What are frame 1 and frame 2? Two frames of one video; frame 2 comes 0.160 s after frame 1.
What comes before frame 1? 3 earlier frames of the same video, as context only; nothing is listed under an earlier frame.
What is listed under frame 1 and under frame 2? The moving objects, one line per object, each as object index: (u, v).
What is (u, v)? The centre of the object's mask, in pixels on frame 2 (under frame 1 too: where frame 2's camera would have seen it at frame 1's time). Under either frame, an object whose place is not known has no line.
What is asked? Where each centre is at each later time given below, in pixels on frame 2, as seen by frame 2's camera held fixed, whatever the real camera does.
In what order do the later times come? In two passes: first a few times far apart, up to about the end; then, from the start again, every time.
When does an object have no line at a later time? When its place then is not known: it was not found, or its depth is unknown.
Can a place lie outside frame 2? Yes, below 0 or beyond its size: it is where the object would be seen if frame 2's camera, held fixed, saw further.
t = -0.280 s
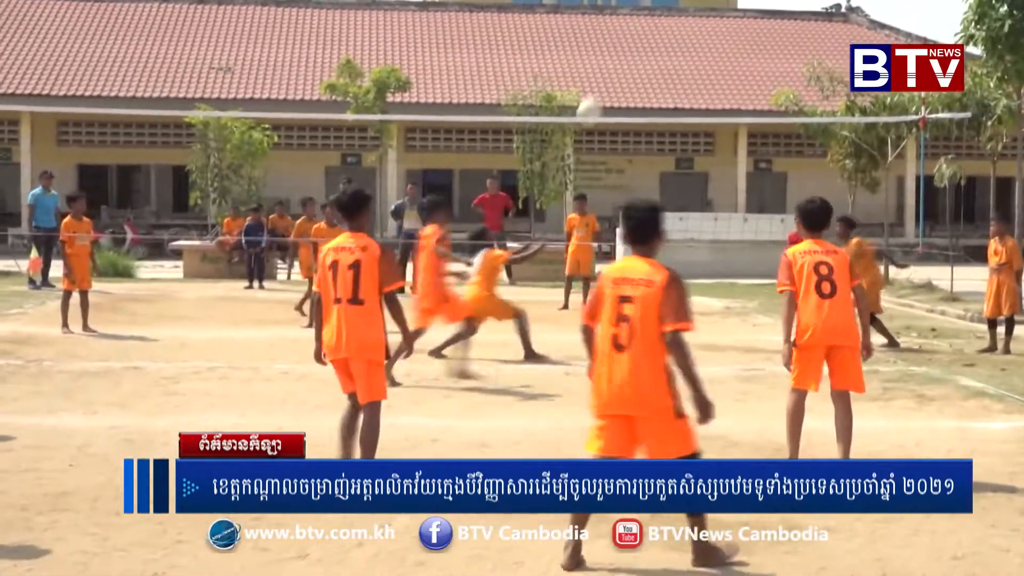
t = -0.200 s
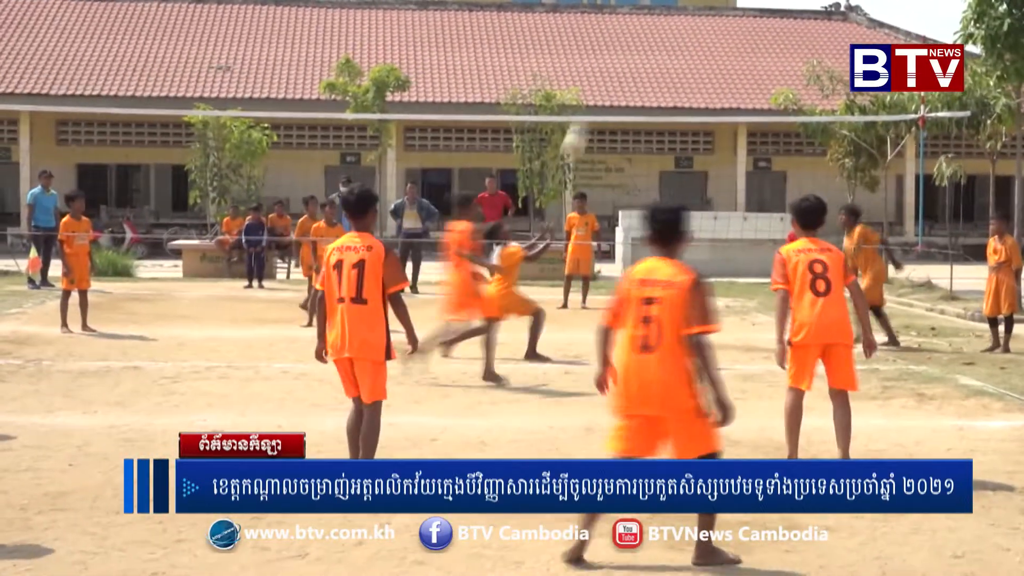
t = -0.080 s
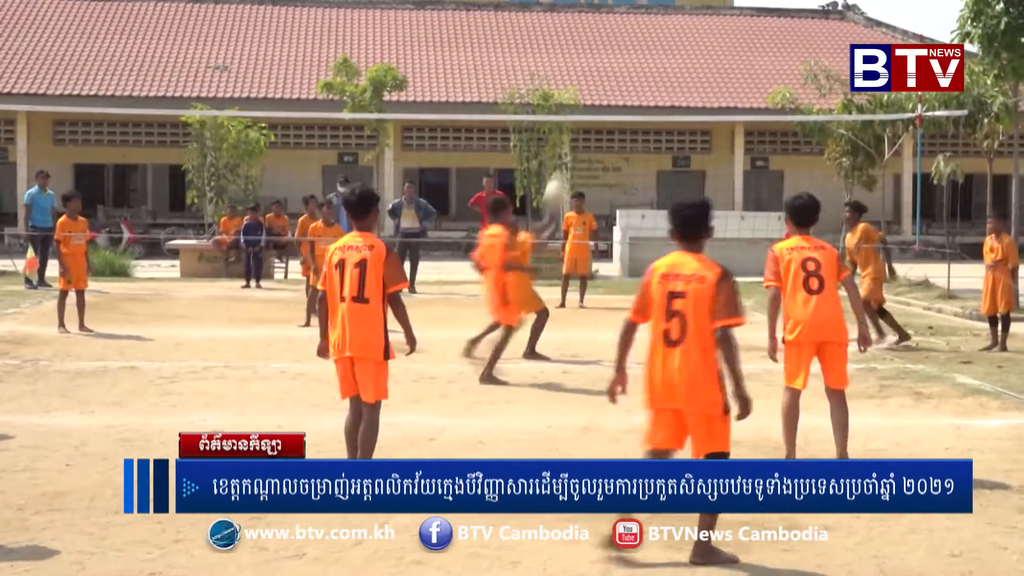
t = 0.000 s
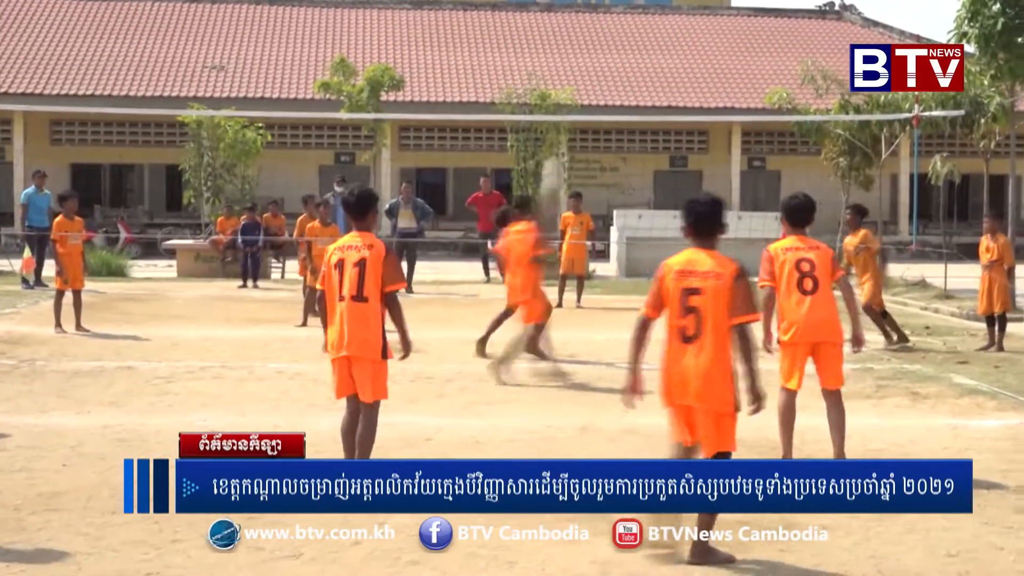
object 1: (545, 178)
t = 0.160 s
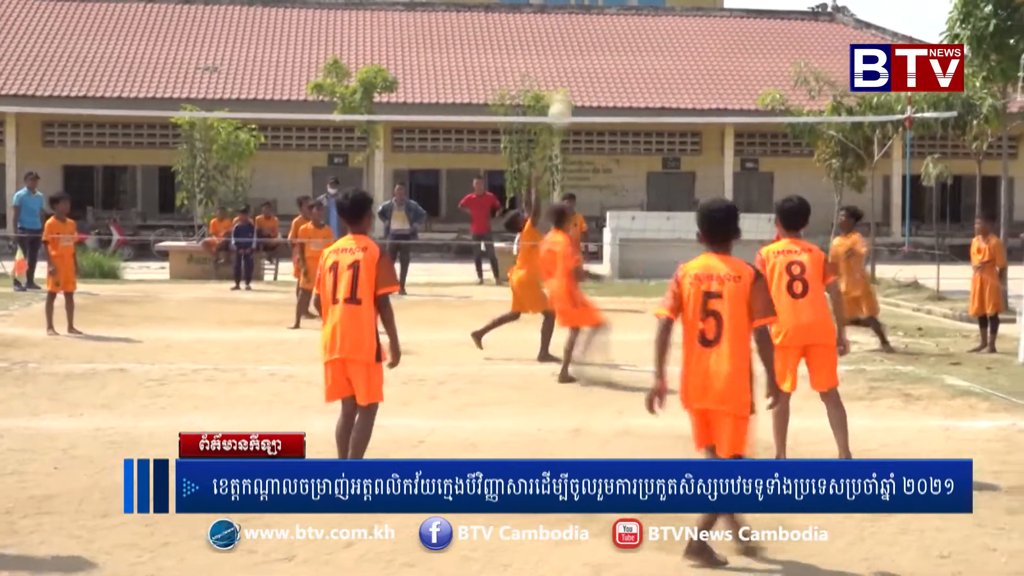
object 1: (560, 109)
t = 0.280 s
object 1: (572, 70)
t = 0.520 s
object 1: (590, 46)
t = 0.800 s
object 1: (614, 93)
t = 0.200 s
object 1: (564, 93)
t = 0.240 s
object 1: (568, 81)
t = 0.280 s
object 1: (572, 70)
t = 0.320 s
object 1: (575, 63)
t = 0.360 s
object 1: (577, 58)
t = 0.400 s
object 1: (581, 51)
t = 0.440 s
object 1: (586, 46)
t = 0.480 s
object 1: (587, 45)
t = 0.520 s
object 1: (590, 46)
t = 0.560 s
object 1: (594, 46)
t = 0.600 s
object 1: (599, 50)
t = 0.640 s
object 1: (602, 56)
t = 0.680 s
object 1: (606, 64)
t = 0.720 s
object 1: (608, 71)
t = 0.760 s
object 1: (610, 80)
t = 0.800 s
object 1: (614, 93)
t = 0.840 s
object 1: (617, 109)
